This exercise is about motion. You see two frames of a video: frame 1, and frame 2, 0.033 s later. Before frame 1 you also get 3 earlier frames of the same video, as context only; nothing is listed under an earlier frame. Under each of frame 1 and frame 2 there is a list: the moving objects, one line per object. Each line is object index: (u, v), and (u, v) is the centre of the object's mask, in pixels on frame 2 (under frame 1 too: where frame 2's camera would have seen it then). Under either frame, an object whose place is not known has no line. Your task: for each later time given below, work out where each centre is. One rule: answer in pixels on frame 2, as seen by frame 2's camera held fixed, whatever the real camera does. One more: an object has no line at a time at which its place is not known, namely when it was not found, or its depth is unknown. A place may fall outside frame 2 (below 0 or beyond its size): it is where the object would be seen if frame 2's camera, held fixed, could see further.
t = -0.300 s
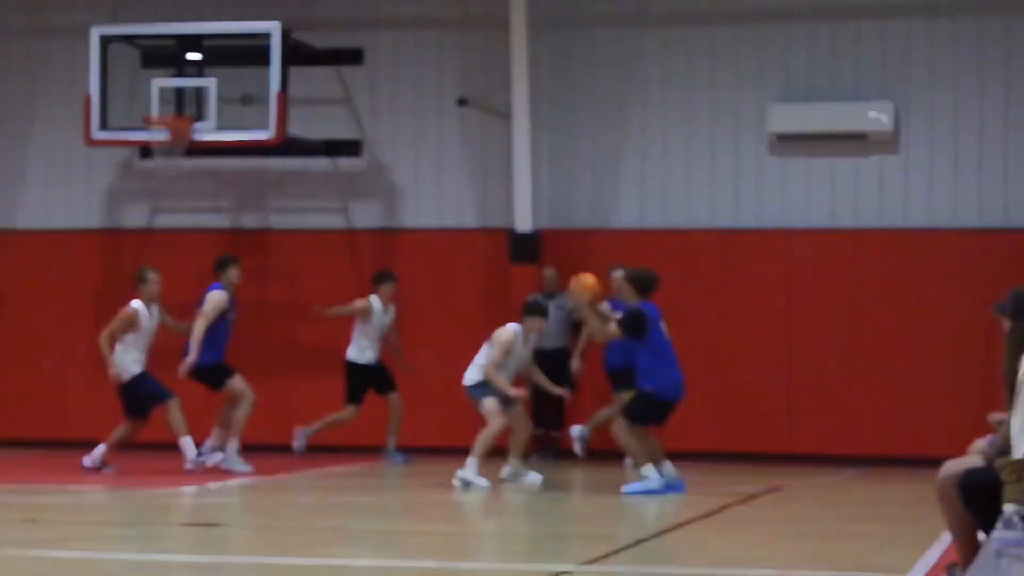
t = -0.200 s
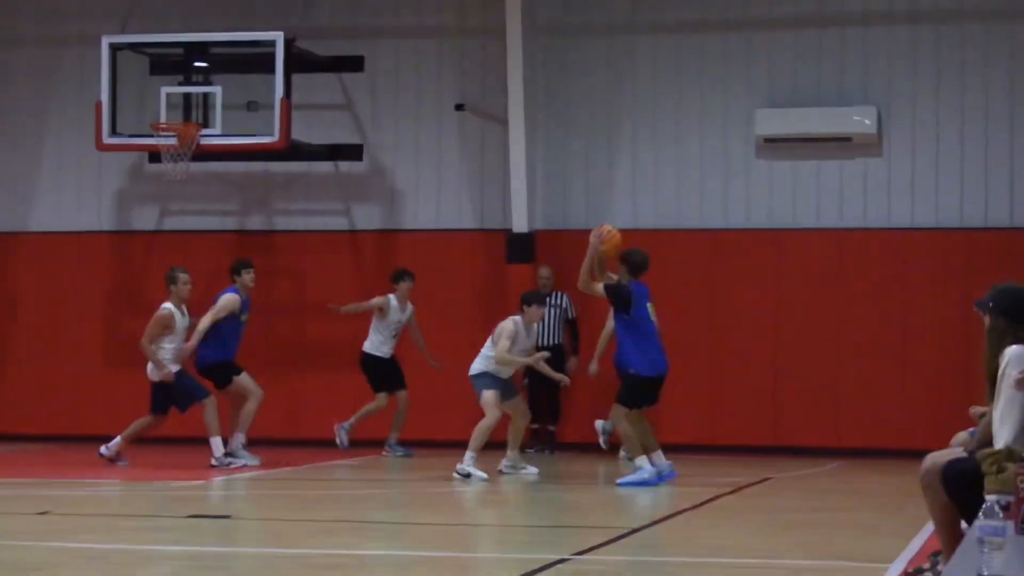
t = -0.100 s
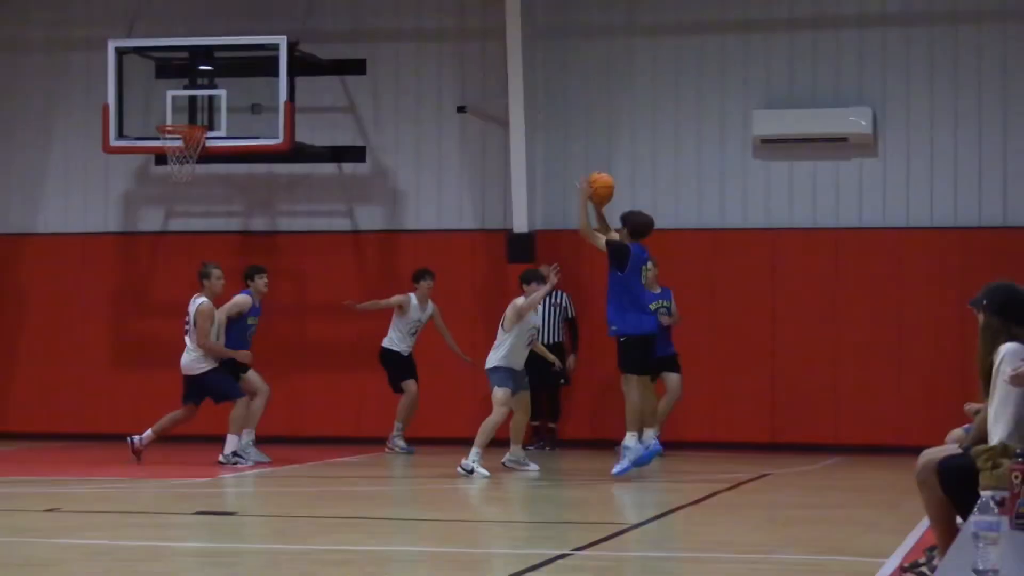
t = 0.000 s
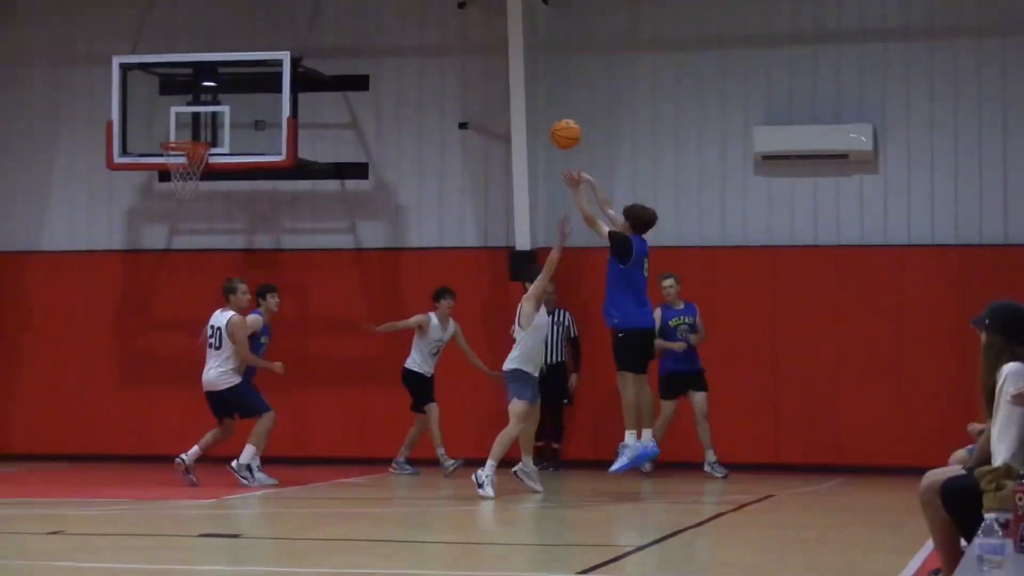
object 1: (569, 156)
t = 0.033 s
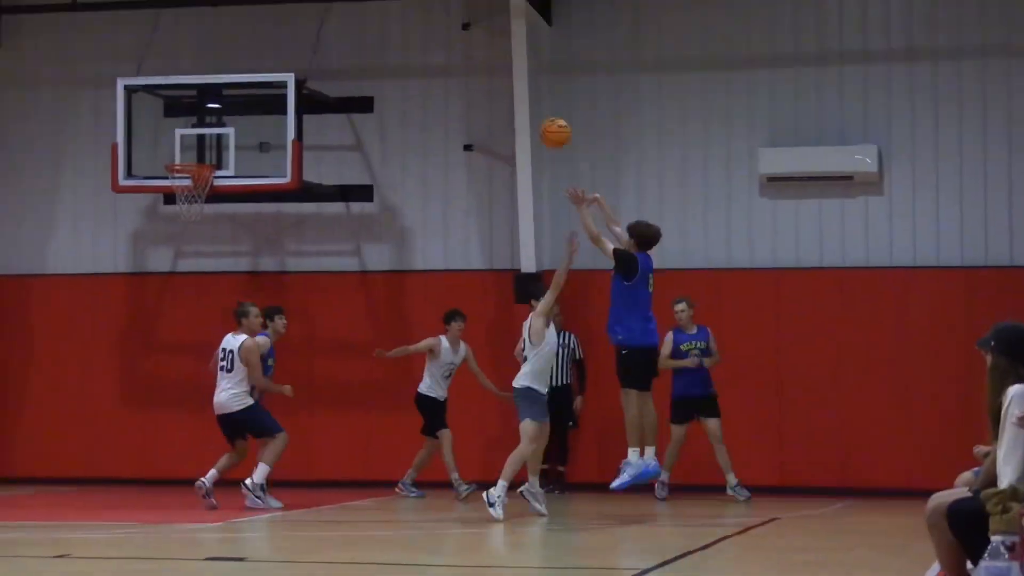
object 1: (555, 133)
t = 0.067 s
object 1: (542, 113)
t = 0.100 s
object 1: (528, 95)
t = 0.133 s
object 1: (513, 77)
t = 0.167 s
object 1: (498, 61)
